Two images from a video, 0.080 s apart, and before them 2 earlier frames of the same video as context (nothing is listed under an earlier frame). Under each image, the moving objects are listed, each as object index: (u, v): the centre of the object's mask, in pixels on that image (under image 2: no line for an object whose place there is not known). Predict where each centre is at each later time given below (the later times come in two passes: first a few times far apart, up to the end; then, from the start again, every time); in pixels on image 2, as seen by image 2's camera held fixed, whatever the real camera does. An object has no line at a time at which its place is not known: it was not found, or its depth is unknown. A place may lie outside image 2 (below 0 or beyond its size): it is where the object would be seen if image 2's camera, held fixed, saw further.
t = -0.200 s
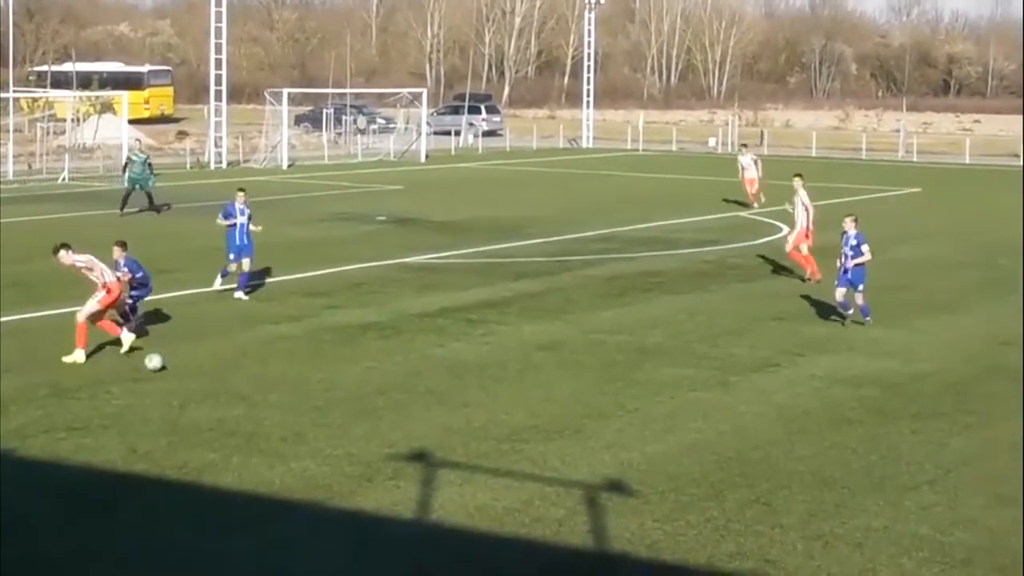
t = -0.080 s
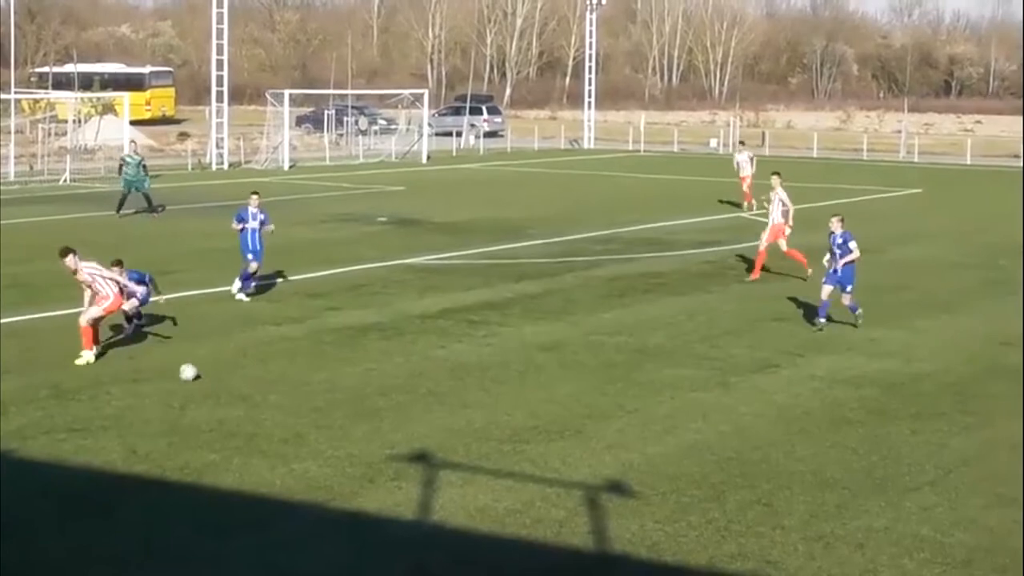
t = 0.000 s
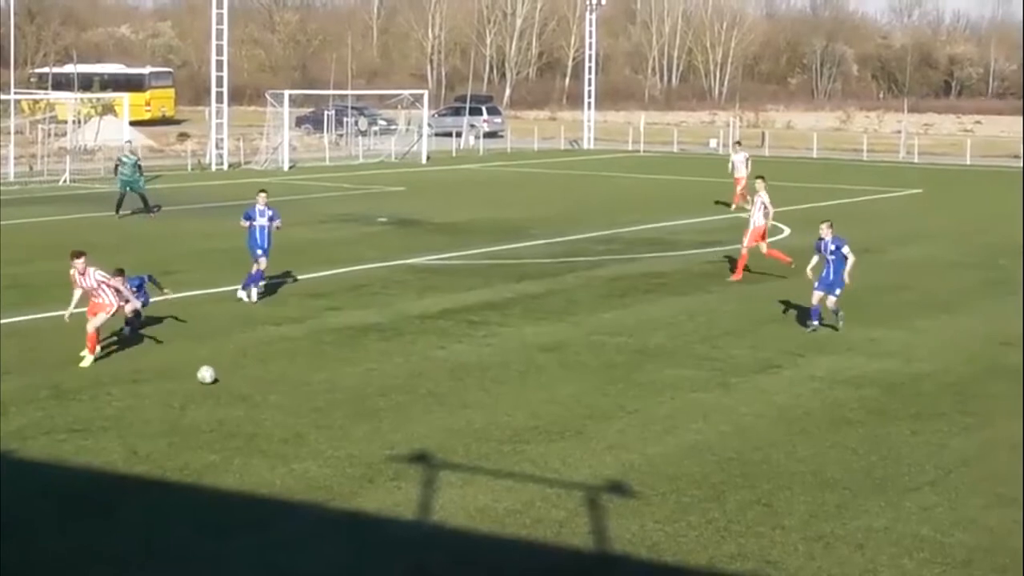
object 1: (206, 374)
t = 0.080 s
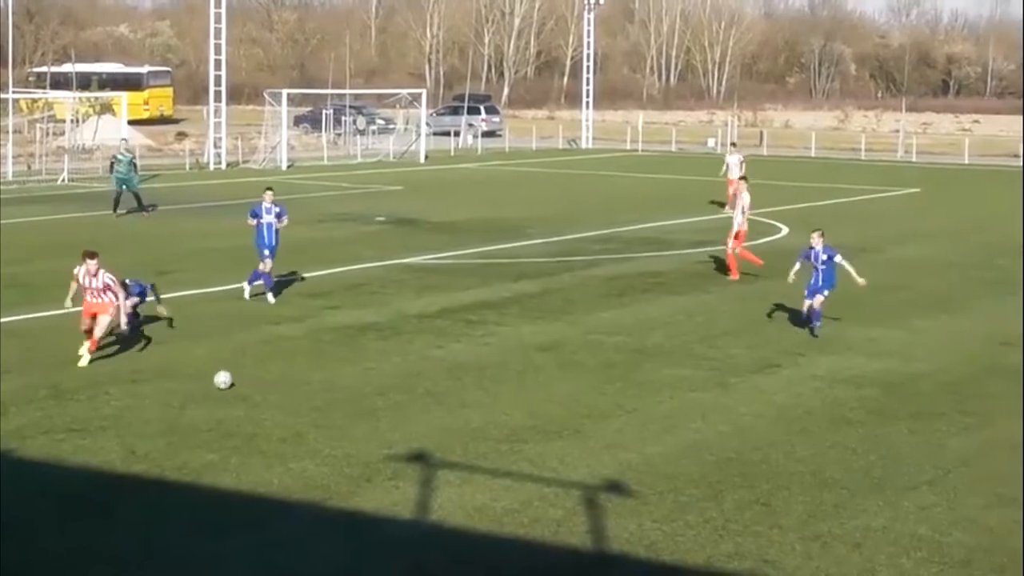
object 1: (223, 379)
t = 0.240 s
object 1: (257, 387)
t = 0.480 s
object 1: (309, 397)
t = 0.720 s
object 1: (364, 408)
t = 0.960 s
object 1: (419, 420)
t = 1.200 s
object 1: (471, 429)
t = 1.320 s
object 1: (499, 436)
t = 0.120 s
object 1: (231, 381)
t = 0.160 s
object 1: (239, 382)
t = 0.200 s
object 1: (248, 384)
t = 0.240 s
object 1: (257, 387)
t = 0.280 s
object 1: (266, 388)
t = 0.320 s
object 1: (274, 389)
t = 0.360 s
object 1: (284, 392)
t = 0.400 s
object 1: (292, 394)
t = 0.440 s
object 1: (301, 394)
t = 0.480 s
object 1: (309, 397)
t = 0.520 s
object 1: (318, 399)
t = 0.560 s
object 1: (327, 400)
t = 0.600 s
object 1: (337, 402)
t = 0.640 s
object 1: (346, 405)
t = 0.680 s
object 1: (355, 406)
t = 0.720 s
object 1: (364, 408)
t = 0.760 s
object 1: (372, 410)
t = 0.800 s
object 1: (381, 412)
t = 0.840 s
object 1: (390, 413)
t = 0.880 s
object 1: (400, 415)
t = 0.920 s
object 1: (409, 417)
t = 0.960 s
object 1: (419, 420)
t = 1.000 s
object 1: (427, 421)
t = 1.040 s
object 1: (437, 423)
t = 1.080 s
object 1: (446, 425)
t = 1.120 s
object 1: (455, 426)
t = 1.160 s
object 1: (463, 428)
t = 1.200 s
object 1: (471, 429)
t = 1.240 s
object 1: (481, 432)
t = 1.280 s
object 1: (490, 434)
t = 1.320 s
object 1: (499, 436)
